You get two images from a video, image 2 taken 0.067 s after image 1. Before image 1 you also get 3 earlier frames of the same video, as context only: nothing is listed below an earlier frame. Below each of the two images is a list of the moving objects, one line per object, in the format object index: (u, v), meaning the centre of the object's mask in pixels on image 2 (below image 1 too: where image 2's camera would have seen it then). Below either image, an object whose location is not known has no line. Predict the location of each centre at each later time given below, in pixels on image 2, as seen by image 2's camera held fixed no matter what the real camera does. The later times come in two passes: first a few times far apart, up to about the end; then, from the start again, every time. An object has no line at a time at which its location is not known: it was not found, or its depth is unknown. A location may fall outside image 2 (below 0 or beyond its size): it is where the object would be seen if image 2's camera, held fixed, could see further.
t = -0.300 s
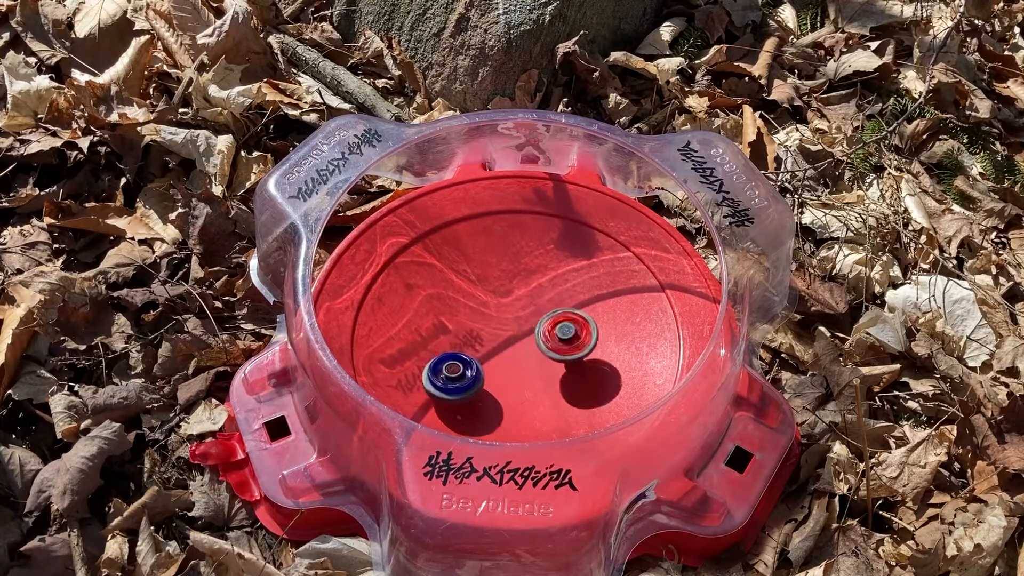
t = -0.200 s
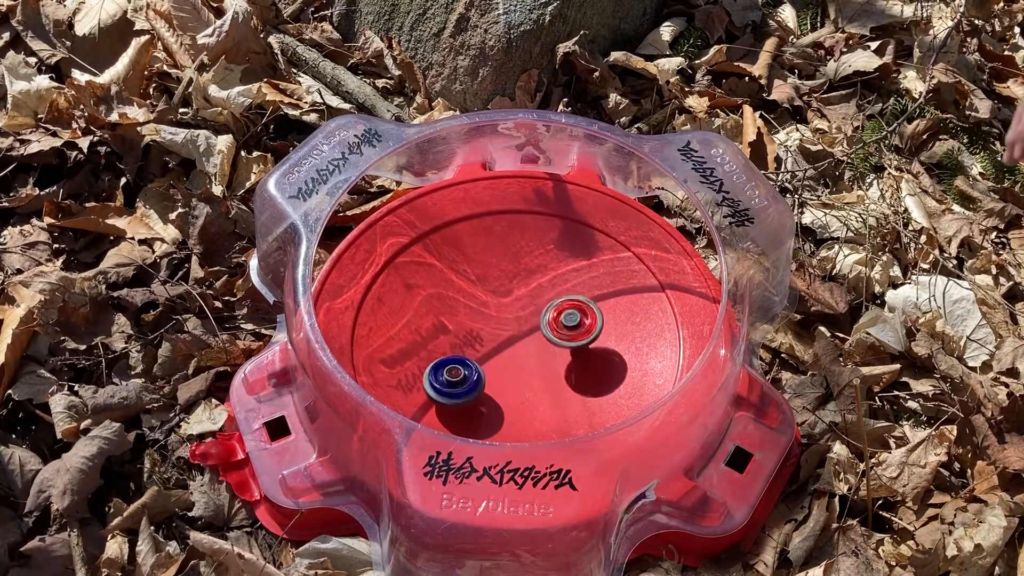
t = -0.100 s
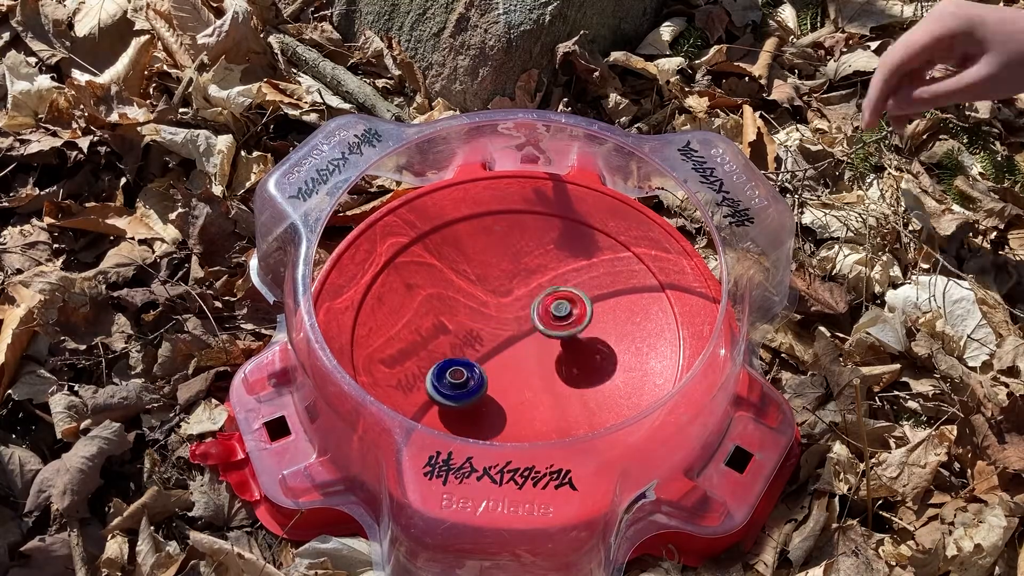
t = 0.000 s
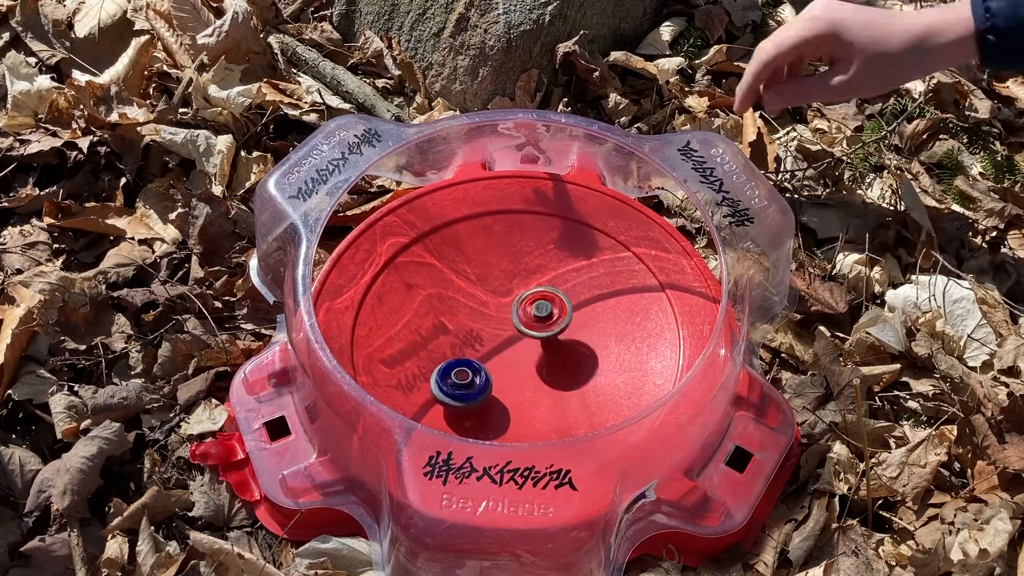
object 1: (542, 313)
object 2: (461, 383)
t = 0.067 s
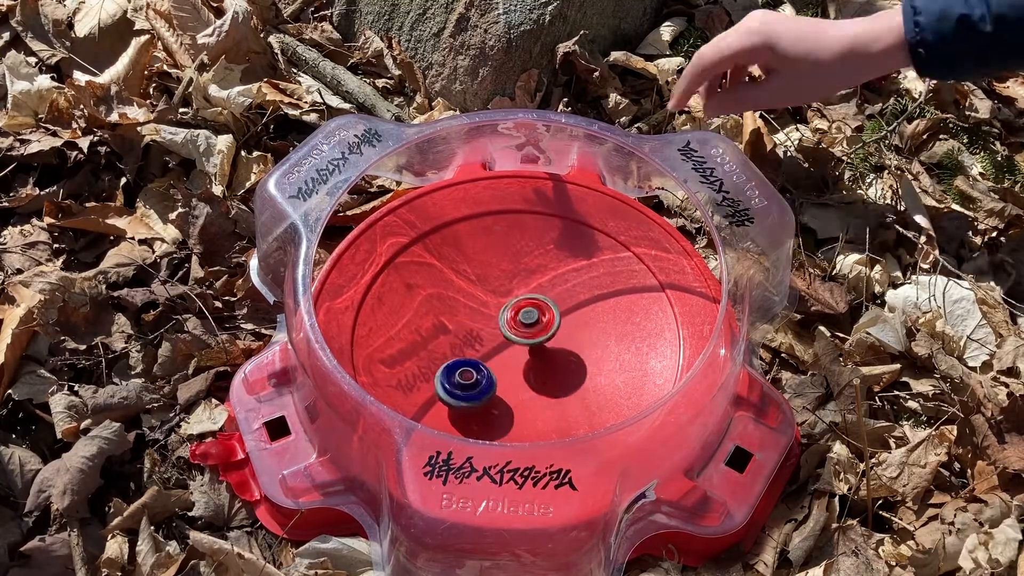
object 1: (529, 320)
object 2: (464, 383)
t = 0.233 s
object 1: (531, 341)
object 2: (461, 389)
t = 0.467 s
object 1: (562, 324)
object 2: (473, 387)
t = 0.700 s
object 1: (530, 314)
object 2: (487, 374)
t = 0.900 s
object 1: (531, 303)
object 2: (485, 382)
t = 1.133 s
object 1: (526, 274)
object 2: (506, 370)
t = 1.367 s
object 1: (499, 296)
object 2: (526, 354)
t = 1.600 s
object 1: (466, 296)
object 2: (586, 367)
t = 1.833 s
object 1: (459, 331)
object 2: (591, 362)
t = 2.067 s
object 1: (512, 351)
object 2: (590, 361)
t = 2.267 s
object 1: (523, 329)
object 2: (600, 359)
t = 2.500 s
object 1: (508, 313)
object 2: (601, 359)
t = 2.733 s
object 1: (493, 323)
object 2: (592, 358)
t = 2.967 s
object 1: (514, 340)
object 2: (577, 357)
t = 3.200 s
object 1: (509, 308)
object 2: (536, 375)
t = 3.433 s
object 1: (457, 289)
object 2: (495, 374)
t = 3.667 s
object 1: (438, 312)
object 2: (468, 368)
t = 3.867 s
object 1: (499, 292)
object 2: (451, 366)
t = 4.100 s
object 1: (524, 235)
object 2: (445, 342)
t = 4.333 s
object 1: (520, 210)
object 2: (450, 320)
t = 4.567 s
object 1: (527, 252)
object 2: (466, 302)
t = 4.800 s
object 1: (563, 314)
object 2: (491, 293)
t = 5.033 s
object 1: (606, 361)
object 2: (521, 288)
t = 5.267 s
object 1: (630, 386)
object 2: (549, 290)
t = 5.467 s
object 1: (611, 393)
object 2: (565, 299)
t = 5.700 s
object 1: (548, 388)
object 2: (573, 320)
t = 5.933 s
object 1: (474, 374)
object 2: (572, 350)
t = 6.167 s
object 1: (424, 356)
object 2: (565, 381)
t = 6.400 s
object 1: (420, 338)
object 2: (551, 398)
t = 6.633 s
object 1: (450, 309)
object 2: (530, 403)
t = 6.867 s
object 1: (495, 275)
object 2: (503, 399)
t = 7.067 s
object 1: (529, 255)
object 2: (482, 388)
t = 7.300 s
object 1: (561, 252)
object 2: (466, 367)
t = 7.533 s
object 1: (582, 274)
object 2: (462, 346)
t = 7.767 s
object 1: (577, 325)
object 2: (469, 320)
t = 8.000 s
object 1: (570, 377)
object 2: (484, 305)
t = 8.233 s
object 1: (557, 411)
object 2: (506, 296)
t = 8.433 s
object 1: (535, 413)
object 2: (526, 295)
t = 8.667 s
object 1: (497, 388)
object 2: (547, 301)
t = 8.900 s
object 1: (456, 344)
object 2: (562, 315)
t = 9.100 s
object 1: (433, 310)
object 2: (566, 332)
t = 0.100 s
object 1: (524, 325)
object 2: (467, 383)
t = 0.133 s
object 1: (520, 332)
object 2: (468, 383)
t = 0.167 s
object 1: (517, 338)
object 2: (470, 383)
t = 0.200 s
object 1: (518, 342)
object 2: (469, 384)
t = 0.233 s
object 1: (531, 341)
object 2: (461, 389)
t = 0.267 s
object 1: (542, 342)
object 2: (458, 391)
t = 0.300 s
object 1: (549, 342)
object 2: (459, 392)
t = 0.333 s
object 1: (554, 340)
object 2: (461, 392)
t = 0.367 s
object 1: (558, 337)
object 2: (464, 391)
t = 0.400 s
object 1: (561, 333)
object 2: (467, 391)
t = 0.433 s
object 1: (562, 329)
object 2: (470, 389)
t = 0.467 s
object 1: (562, 324)
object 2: (473, 387)
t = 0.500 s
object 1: (561, 320)
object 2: (475, 385)
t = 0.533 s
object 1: (557, 316)
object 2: (477, 383)
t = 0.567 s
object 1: (553, 314)
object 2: (479, 382)
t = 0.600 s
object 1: (547, 313)
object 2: (481, 381)
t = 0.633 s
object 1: (542, 312)
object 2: (484, 378)
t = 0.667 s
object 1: (536, 312)
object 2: (485, 376)
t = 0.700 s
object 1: (530, 314)
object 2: (487, 374)
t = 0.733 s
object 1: (525, 317)
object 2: (489, 373)
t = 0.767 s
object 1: (519, 321)
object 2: (491, 370)
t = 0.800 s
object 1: (518, 321)
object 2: (491, 370)
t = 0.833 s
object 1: (520, 316)
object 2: (489, 374)
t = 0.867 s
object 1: (526, 307)
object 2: (486, 379)
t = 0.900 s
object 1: (531, 303)
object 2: (485, 382)
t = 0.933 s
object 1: (537, 297)
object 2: (486, 382)
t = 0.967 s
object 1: (540, 292)
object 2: (491, 380)
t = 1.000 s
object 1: (539, 288)
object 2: (494, 378)
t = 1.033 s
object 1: (537, 283)
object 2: (497, 376)
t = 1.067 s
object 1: (534, 279)
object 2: (500, 374)
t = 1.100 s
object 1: (530, 276)
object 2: (503, 372)
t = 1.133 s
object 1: (526, 274)
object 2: (506, 370)
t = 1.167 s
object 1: (521, 273)
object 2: (510, 367)
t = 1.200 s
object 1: (517, 273)
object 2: (512, 365)
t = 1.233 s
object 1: (512, 275)
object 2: (515, 363)
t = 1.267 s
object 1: (507, 278)
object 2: (518, 360)
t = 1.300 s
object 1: (503, 283)
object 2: (521, 358)
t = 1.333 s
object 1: (501, 289)
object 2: (523, 356)
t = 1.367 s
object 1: (499, 296)
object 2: (526, 354)
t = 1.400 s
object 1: (499, 304)
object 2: (528, 351)
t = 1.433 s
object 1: (497, 307)
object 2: (533, 352)
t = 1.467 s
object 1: (496, 309)
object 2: (539, 353)
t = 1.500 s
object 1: (484, 301)
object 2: (553, 362)
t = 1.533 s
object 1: (477, 295)
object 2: (566, 368)
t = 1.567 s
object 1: (472, 294)
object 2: (577, 369)
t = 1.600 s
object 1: (466, 296)
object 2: (586, 367)
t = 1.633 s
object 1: (461, 300)
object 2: (590, 364)
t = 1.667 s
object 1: (457, 304)
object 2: (592, 363)
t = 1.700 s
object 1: (455, 309)
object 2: (593, 362)
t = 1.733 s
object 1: (454, 315)
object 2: (593, 362)
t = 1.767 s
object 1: (454, 321)
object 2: (592, 362)
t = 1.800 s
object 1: (456, 326)
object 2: (592, 362)
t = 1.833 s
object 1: (459, 331)
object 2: (591, 362)
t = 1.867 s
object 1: (464, 336)
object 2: (590, 362)
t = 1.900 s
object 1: (470, 341)
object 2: (590, 362)
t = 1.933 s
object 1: (477, 345)
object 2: (590, 362)
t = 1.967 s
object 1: (485, 348)
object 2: (590, 362)
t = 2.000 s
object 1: (494, 350)
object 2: (589, 361)
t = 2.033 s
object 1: (503, 351)
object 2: (590, 361)
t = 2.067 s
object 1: (512, 351)
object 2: (590, 361)
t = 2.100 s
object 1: (521, 350)
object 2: (590, 360)
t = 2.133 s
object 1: (530, 348)
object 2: (590, 360)
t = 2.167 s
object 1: (529, 343)
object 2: (596, 360)
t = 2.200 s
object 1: (525, 339)
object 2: (599, 359)
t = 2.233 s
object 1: (524, 333)
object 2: (600, 359)
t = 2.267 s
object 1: (523, 329)
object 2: (600, 359)
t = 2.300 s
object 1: (523, 326)
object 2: (600, 359)
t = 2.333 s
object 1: (521, 323)
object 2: (600, 359)
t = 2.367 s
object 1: (519, 320)
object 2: (600, 359)
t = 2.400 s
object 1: (516, 318)
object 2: (601, 359)
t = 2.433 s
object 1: (514, 316)
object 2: (601, 359)
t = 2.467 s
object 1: (511, 314)
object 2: (601, 359)
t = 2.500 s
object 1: (508, 313)
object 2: (601, 359)
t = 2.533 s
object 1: (505, 313)
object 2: (600, 359)
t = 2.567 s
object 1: (502, 313)
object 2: (599, 359)
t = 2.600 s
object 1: (499, 314)
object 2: (598, 359)
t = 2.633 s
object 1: (496, 315)
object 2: (597, 359)
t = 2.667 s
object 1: (494, 317)
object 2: (595, 359)
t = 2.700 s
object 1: (493, 320)
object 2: (593, 358)
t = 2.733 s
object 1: (493, 323)
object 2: (592, 358)
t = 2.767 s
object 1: (494, 327)
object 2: (590, 358)
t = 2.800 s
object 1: (496, 330)
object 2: (588, 358)
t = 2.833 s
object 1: (498, 333)
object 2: (586, 358)
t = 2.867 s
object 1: (501, 335)
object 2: (584, 358)
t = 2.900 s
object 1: (505, 338)
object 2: (582, 358)
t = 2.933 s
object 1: (510, 339)
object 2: (579, 357)
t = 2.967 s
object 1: (514, 340)
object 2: (577, 357)
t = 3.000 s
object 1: (519, 340)
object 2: (575, 357)
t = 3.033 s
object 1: (521, 336)
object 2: (572, 358)
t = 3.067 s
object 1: (522, 335)
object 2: (569, 359)
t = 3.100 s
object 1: (518, 326)
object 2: (565, 364)
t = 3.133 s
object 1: (516, 318)
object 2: (557, 368)
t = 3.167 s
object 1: (513, 313)
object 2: (547, 372)
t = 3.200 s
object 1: (509, 308)
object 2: (536, 375)
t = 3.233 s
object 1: (502, 304)
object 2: (528, 376)
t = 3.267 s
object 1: (495, 300)
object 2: (521, 376)
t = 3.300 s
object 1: (487, 296)
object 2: (516, 376)
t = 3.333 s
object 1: (479, 293)
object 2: (511, 376)
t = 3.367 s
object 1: (471, 290)
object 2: (505, 375)
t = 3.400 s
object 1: (464, 289)
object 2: (500, 374)
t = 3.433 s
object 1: (457, 289)
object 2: (495, 374)
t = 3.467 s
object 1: (451, 290)
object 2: (491, 373)
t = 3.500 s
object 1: (446, 292)
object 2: (487, 373)
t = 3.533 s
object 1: (441, 295)
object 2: (483, 372)
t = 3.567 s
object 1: (438, 298)
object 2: (479, 371)
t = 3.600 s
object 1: (436, 302)
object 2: (476, 369)
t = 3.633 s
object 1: (436, 307)
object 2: (472, 369)
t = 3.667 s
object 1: (438, 312)
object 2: (468, 368)
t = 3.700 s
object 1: (441, 317)
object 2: (464, 366)
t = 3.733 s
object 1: (447, 317)
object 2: (460, 365)
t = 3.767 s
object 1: (456, 319)
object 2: (455, 365)
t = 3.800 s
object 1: (470, 310)
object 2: (451, 367)
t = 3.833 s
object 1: (484, 303)
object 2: (451, 368)
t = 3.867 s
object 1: (499, 292)
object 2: (451, 366)
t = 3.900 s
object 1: (510, 283)
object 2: (451, 364)
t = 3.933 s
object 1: (517, 274)
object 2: (450, 361)
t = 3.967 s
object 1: (521, 266)
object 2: (448, 357)
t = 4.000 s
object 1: (523, 258)
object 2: (447, 353)
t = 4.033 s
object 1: (524, 250)
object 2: (446, 350)
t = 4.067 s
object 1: (524, 242)
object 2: (445, 346)
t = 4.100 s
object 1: (524, 235)
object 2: (445, 342)
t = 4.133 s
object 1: (525, 229)
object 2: (445, 338)
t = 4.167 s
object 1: (524, 223)
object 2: (445, 335)
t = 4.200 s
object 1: (524, 218)
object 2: (446, 332)
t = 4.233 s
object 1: (524, 214)
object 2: (447, 329)
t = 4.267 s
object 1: (523, 211)
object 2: (448, 326)
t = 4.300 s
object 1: (521, 210)
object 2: (449, 323)
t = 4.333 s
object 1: (520, 210)
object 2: (450, 320)
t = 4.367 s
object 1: (518, 213)
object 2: (452, 317)
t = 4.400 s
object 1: (517, 217)
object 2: (453, 314)
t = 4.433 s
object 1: (518, 222)
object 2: (455, 311)
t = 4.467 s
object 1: (519, 228)
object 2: (458, 309)
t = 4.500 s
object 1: (521, 235)
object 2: (460, 307)
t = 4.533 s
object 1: (524, 244)
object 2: (463, 304)
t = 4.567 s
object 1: (527, 252)
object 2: (466, 302)
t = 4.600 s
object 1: (531, 261)
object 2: (469, 301)
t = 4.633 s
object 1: (535, 270)
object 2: (473, 299)
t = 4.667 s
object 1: (541, 279)
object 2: (476, 298)
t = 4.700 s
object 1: (546, 287)
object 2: (479, 297)
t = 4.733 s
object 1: (551, 296)
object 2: (483, 296)
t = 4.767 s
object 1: (557, 305)
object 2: (487, 295)
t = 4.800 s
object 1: (563, 314)
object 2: (491, 293)
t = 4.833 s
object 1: (569, 322)
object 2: (496, 292)
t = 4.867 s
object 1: (575, 329)
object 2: (500, 290)
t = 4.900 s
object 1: (582, 337)
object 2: (504, 289)
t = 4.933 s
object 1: (588, 344)
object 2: (508, 289)
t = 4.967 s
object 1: (594, 350)
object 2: (512, 288)
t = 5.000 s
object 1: (600, 356)
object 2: (516, 288)
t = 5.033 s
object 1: (606, 361)
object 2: (521, 288)
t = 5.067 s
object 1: (612, 366)
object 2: (525, 288)
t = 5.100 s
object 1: (617, 371)
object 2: (530, 288)
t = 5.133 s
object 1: (621, 376)
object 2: (535, 288)
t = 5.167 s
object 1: (625, 379)
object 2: (539, 288)
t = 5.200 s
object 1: (627, 382)
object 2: (542, 289)
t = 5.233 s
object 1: (629, 385)
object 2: (546, 290)
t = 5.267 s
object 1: (630, 386)
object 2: (549, 290)
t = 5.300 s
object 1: (630, 388)
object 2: (553, 291)
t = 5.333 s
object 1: (629, 389)
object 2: (556, 292)
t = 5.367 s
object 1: (626, 391)
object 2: (559, 294)
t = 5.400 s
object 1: (622, 393)
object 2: (561, 295)
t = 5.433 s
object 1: (618, 393)
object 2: (563, 297)
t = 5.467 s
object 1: (611, 393)
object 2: (565, 299)
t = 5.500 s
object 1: (603, 394)
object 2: (567, 302)
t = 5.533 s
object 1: (596, 393)
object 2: (568, 304)
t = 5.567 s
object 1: (587, 393)
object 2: (570, 307)
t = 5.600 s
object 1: (578, 392)
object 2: (571, 310)
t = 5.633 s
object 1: (568, 390)
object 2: (572, 313)
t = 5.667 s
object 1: (559, 389)
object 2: (572, 317)
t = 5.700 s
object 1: (548, 388)
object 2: (573, 320)
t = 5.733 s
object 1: (537, 386)
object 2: (574, 324)
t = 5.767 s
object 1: (525, 384)
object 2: (574, 328)
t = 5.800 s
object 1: (515, 383)
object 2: (574, 332)
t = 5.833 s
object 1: (504, 381)
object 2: (574, 336)
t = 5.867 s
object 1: (493, 378)
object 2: (574, 341)
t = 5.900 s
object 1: (484, 376)
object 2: (573, 346)
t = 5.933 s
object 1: (474, 374)
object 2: (572, 350)
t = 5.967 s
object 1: (464, 371)
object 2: (572, 355)
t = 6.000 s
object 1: (455, 368)
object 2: (571, 360)
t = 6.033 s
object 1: (446, 366)
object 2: (570, 365)
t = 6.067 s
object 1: (439, 363)
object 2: (569, 369)
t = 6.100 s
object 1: (432, 361)
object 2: (568, 373)
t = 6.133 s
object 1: (427, 359)
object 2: (566, 377)
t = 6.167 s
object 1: (424, 356)
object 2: (565, 381)
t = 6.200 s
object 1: (421, 354)
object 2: (563, 384)
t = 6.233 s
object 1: (419, 351)
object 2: (562, 387)
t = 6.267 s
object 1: (418, 349)
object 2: (561, 389)
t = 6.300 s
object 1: (418, 347)
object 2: (559, 392)
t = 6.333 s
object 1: (418, 344)
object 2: (556, 394)
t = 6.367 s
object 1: (419, 341)
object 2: (554, 396)
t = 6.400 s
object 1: (420, 338)
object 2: (551, 398)
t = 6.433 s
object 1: (423, 335)
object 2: (549, 399)
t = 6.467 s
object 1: (426, 332)
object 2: (546, 401)
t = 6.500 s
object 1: (429, 328)
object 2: (543, 402)
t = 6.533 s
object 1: (434, 324)
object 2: (540, 402)
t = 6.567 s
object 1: (439, 319)
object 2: (537, 403)
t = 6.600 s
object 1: (445, 314)
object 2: (533, 403)
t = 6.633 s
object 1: (450, 309)
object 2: (530, 403)
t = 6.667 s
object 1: (457, 304)
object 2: (527, 403)
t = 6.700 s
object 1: (463, 299)
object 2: (524, 403)
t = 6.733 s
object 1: (469, 294)
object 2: (519, 402)
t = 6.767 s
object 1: (476, 289)
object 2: (515, 402)
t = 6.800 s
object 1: (482, 284)
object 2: (511, 401)
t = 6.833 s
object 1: (488, 280)
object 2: (507, 400)
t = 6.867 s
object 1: (495, 275)
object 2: (503, 399)
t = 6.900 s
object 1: (501, 271)
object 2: (499, 398)
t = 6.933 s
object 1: (507, 267)
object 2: (496, 396)
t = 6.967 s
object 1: (513, 263)
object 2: (492, 394)
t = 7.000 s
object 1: (518, 260)
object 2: (488, 391)
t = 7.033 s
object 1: (523, 258)
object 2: (485, 390)
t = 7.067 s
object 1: (529, 255)
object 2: (482, 388)
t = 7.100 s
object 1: (534, 253)
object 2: (480, 385)
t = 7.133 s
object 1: (538, 252)
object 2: (477, 383)
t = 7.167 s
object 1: (543, 251)
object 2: (475, 379)
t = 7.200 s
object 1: (548, 251)
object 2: (472, 376)
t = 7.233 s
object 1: (552, 250)
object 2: (470, 373)
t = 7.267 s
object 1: (557, 251)
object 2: (468, 370)
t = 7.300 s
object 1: (561, 252)
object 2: (466, 367)
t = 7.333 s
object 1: (565, 253)
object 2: (465, 364)
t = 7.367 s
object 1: (570, 255)
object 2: (464, 361)
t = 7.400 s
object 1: (573, 258)
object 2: (463, 358)
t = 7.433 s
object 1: (576, 261)
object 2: (462, 355)
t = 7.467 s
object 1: (578, 265)
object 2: (462, 352)
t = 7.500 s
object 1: (580, 269)
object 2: (462, 349)
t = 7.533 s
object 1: (582, 274)
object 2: (462, 346)
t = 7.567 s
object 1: (583, 280)
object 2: (462, 342)
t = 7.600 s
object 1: (583, 287)
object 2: (463, 339)
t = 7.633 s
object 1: (583, 294)
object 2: (464, 335)
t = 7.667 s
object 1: (582, 302)
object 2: (465, 331)
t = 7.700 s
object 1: (581, 309)
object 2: (466, 327)
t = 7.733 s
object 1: (579, 317)
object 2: (468, 324)
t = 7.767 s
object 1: (577, 325)
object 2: (469, 320)
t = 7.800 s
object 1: (576, 333)
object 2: (471, 317)
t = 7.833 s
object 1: (575, 341)
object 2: (472, 315)
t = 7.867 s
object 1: (574, 349)
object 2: (474, 313)
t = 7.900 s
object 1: (573, 356)
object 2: (476, 310)
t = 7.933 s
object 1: (573, 363)
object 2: (479, 308)
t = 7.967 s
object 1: (571, 370)
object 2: (481, 306)
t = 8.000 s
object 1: (570, 377)
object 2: (484, 305)
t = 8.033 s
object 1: (569, 384)
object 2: (487, 303)
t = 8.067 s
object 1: (567, 390)
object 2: (489, 301)
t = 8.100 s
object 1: (565, 396)
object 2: (492, 300)
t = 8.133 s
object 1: (563, 401)
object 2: (495, 299)
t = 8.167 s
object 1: (561, 405)
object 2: (499, 298)
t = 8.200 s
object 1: (559, 408)
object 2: (502, 297)
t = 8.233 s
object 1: (557, 411)
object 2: (506, 296)
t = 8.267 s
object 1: (554, 413)
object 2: (509, 295)
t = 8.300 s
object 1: (551, 414)
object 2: (513, 295)
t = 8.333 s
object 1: (547, 415)
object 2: (516, 295)
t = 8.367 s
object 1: (544, 415)
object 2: (520, 295)
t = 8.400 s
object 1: (539, 414)
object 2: (523, 295)
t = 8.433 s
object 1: (535, 413)
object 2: (526, 295)
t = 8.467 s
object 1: (531, 412)
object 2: (530, 295)
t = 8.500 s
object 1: (526, 410)
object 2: (533, 296)
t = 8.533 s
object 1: (520, 406)
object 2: (536, 297)
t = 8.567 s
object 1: (514, 402)
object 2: (539, 298)
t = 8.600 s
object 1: (509, 398)
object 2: (542, 299)
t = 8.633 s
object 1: (503, 393)
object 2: (545, 300)
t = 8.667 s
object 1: (497, 388)
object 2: (547, 301)
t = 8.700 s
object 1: (490, 382)
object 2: (550, 303)
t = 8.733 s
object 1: (484, 376)
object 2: (553, 304)
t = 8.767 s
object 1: (478, 370)
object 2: (555, 306)
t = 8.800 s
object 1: (472, 364)
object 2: (557, 308)
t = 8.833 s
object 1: (467, 357)
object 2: (559, 310)
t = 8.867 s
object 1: (461, 351)
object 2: (560, 313)
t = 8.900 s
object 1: (456, 344)
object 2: (562, 315)
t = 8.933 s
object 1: (450, 338)
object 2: (563, 317)
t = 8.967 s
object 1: (446, 332)
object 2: (564, 320)
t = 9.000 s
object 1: (442, 325)
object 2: (565, 323)
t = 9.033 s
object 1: (439, 320)
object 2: (565, 326)
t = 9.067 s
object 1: (436, 315)
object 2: (566, 329)
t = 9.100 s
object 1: (433, 310)
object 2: (566, 332)
